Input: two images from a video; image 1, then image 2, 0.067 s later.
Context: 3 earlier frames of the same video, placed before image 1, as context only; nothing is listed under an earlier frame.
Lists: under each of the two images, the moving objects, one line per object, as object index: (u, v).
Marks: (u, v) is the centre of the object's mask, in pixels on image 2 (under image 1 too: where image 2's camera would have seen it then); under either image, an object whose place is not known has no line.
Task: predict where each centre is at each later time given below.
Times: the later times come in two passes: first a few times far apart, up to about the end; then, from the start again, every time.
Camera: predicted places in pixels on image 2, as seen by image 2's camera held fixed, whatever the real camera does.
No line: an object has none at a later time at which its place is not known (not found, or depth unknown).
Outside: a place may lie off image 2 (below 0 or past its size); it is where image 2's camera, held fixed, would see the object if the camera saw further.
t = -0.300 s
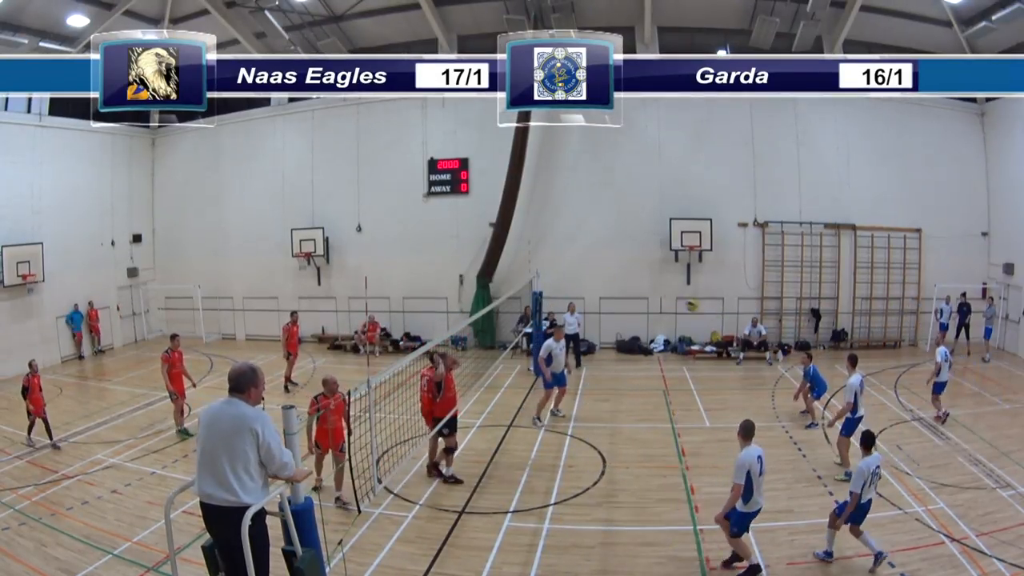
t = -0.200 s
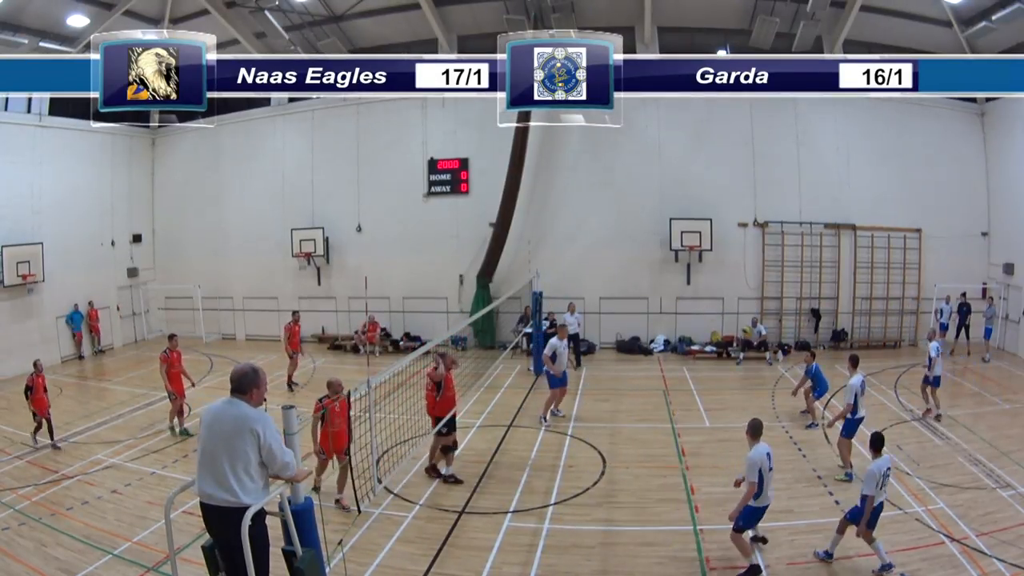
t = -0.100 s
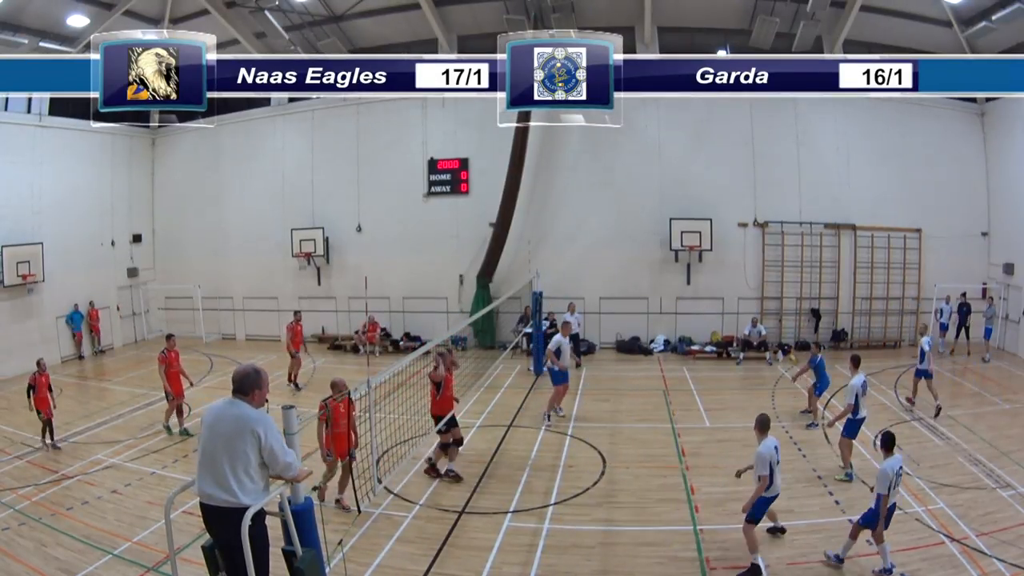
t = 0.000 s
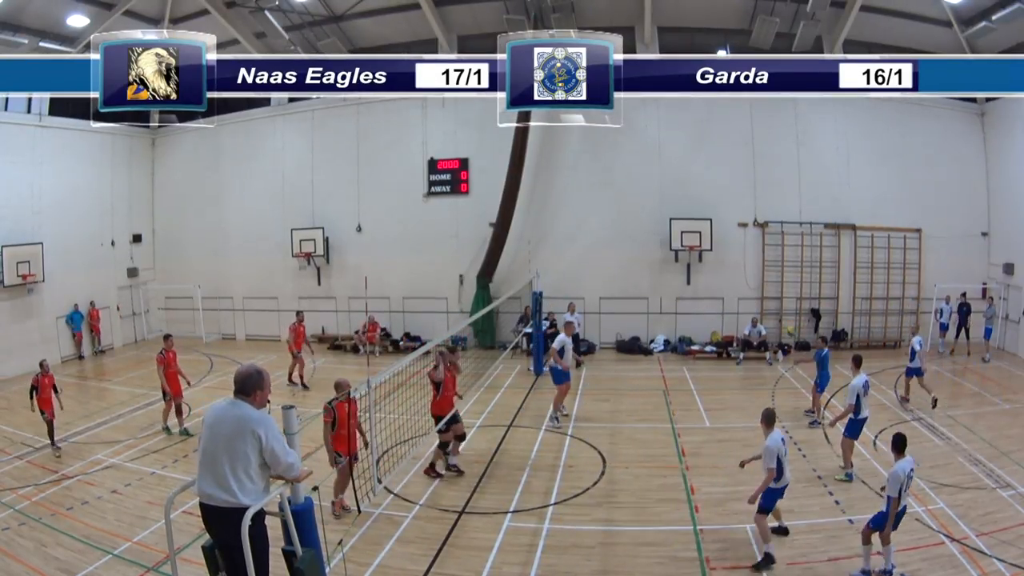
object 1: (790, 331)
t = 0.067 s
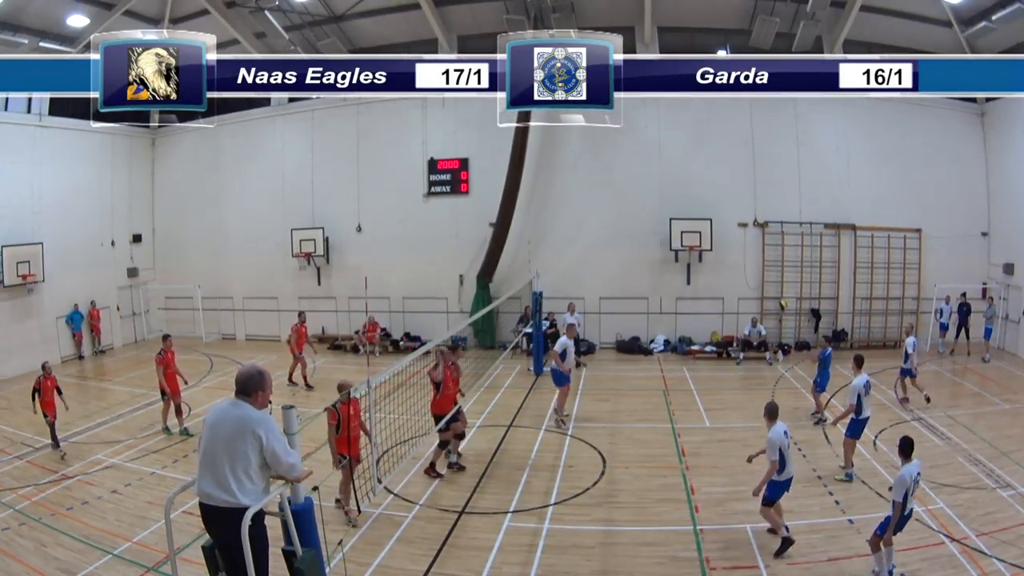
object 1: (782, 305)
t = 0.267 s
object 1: (752, 243)
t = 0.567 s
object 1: (706, 192)
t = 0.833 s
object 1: (665, 187)
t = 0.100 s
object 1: (776, 294)
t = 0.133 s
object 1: (772, 283)
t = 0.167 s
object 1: (768, 272)
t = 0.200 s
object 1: (762, 262)
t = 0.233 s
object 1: (757, 253)
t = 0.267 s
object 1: (752, 243)
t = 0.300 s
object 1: (747, 235)
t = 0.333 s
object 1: (742, 227)
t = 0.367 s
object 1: (738, 221)
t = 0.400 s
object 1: (732, 214)
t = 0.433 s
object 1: (727, 209)
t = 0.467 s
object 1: (721, 203)
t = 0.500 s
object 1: (716, 199)
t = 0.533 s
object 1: (711, 195)
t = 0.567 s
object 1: (706, 192)
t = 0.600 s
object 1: (700, 189)
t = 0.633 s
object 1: (695, 187)
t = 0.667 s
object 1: (690, 185)
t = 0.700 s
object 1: (685, 184)
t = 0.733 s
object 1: (680, 184)
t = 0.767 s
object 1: (675, 184)
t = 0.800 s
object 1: (670, 185)
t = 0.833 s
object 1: (665, 187)
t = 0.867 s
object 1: (660, 189)
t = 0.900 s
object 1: (654, 192)
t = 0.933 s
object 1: (649, 195)
